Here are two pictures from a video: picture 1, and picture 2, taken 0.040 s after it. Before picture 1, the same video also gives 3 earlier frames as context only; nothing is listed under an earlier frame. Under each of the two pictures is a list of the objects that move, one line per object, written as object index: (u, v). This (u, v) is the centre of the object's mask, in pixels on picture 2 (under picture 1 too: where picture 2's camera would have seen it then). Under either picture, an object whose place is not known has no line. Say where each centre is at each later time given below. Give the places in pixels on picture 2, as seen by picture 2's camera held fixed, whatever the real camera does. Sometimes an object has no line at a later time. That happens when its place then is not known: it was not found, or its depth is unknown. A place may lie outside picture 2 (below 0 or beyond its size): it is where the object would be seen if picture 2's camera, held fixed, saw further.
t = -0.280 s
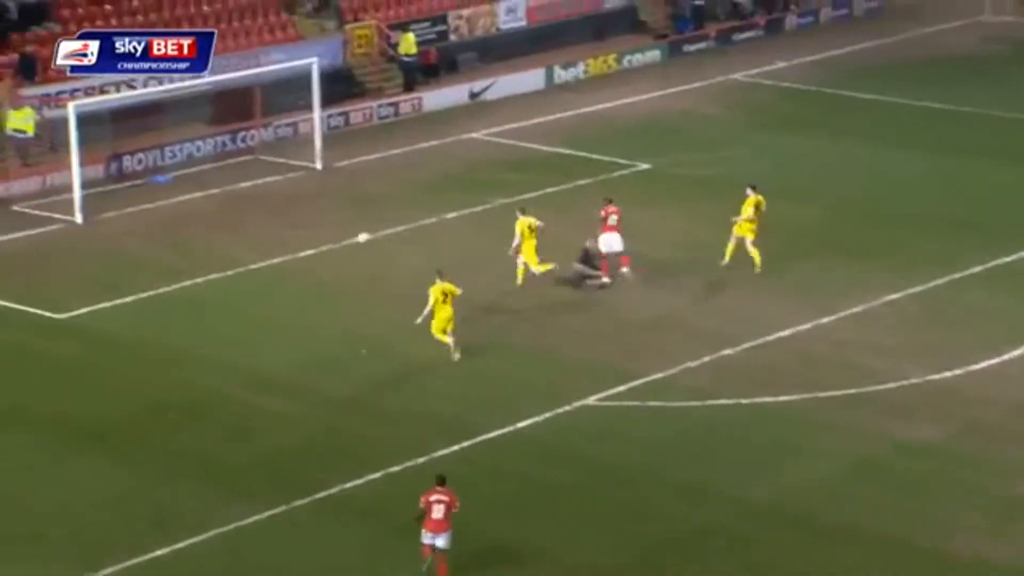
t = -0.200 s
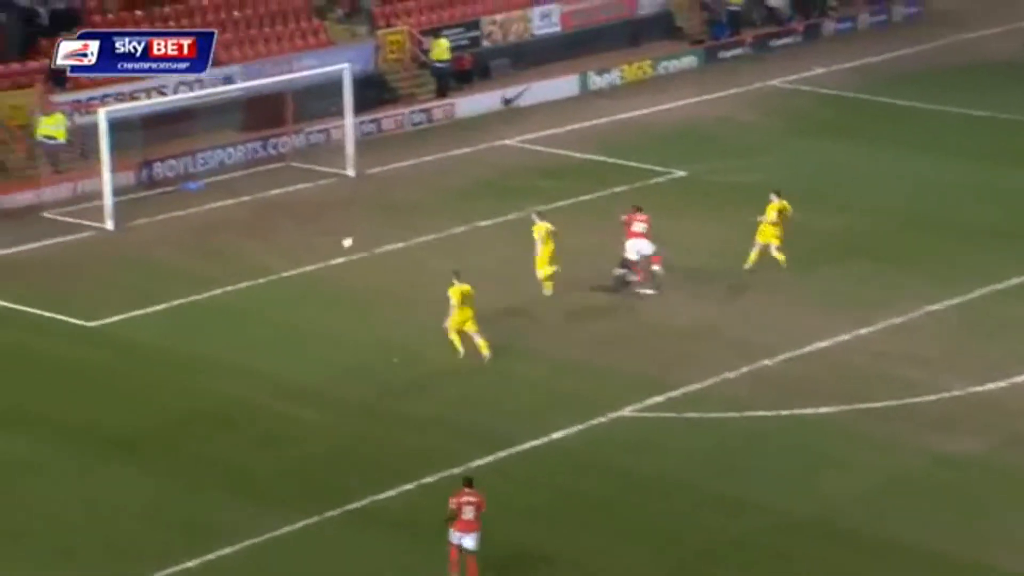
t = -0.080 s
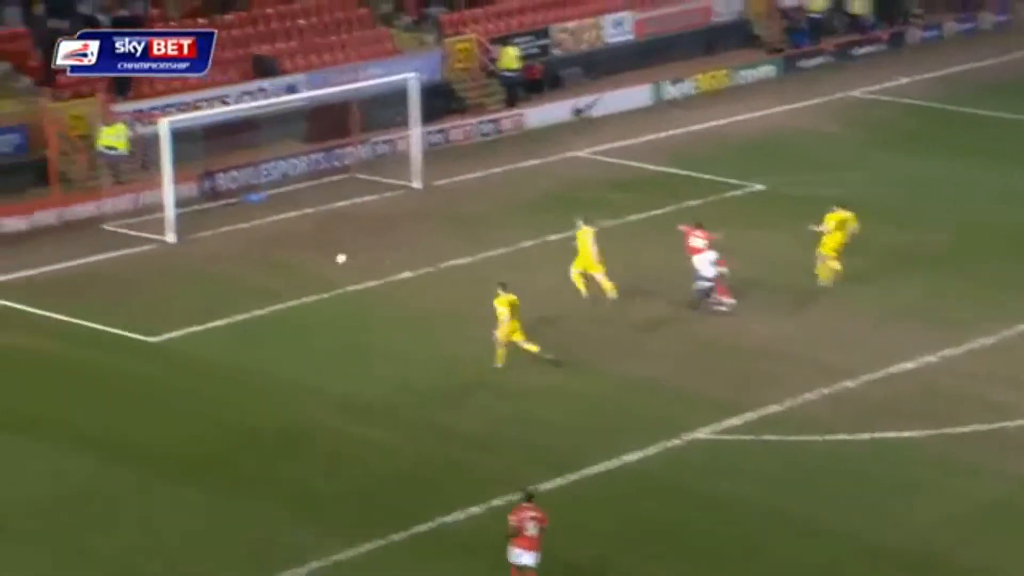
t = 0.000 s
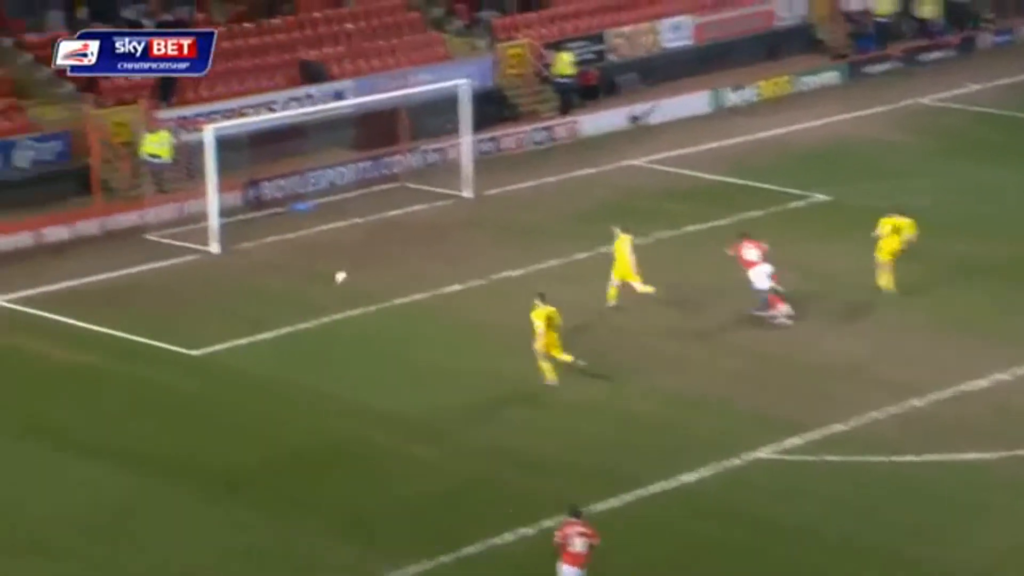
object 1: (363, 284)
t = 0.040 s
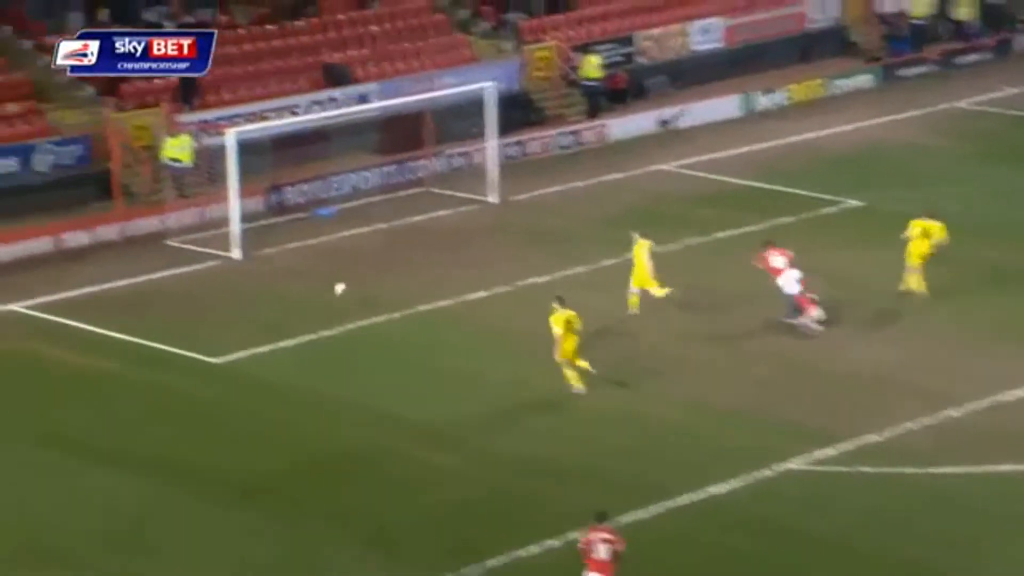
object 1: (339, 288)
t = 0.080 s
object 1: (315, 294)
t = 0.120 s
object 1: (292, 301)
